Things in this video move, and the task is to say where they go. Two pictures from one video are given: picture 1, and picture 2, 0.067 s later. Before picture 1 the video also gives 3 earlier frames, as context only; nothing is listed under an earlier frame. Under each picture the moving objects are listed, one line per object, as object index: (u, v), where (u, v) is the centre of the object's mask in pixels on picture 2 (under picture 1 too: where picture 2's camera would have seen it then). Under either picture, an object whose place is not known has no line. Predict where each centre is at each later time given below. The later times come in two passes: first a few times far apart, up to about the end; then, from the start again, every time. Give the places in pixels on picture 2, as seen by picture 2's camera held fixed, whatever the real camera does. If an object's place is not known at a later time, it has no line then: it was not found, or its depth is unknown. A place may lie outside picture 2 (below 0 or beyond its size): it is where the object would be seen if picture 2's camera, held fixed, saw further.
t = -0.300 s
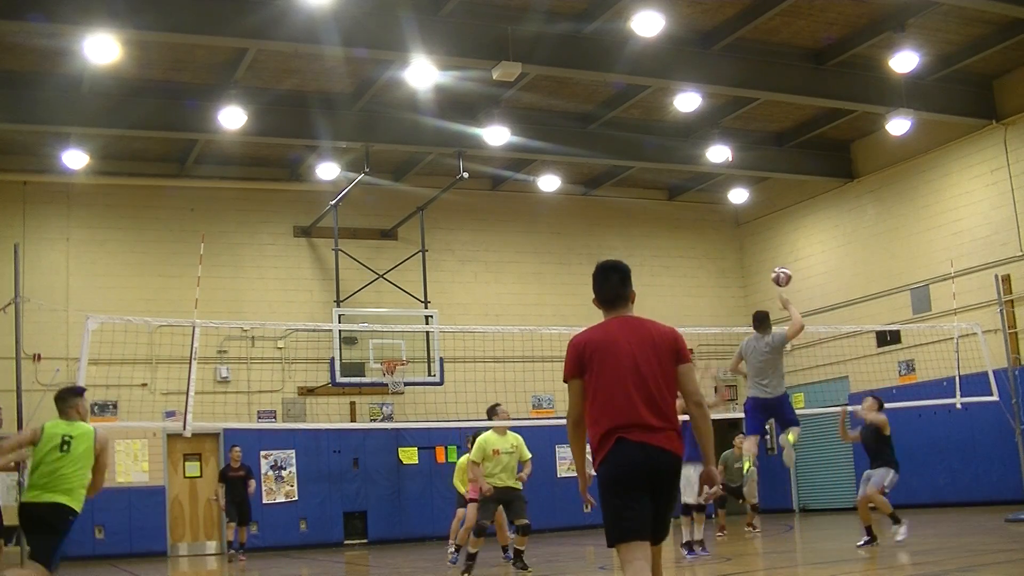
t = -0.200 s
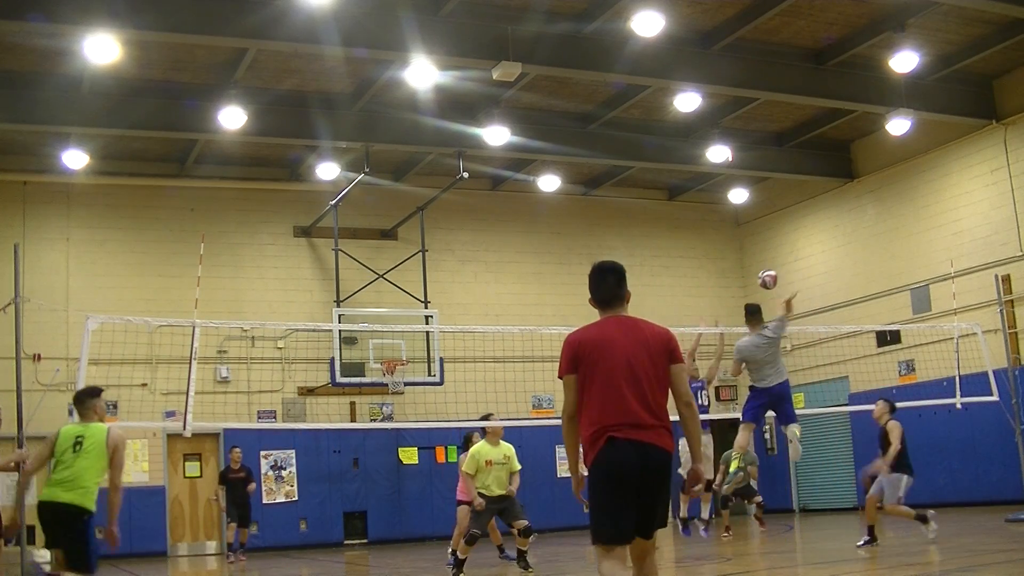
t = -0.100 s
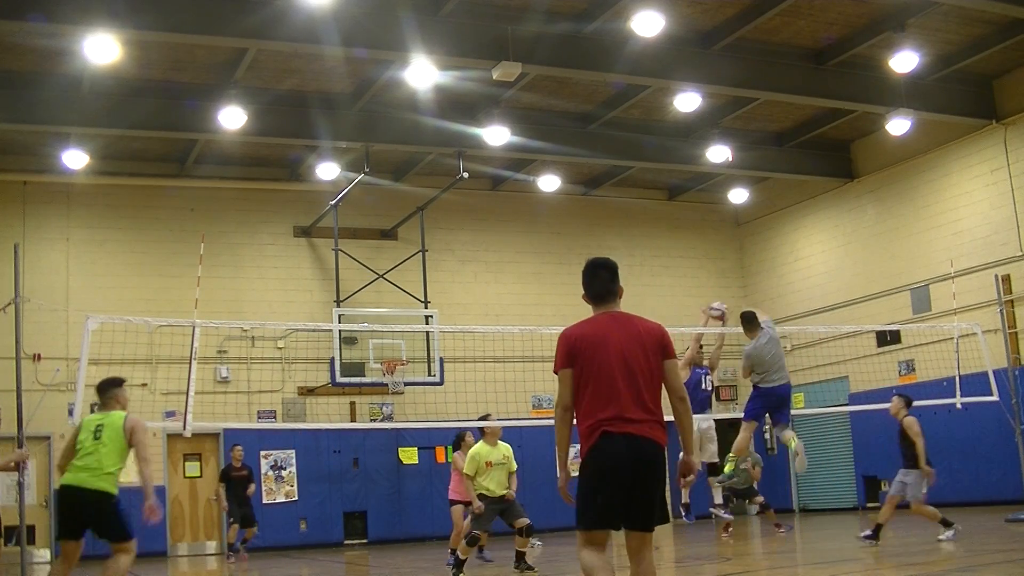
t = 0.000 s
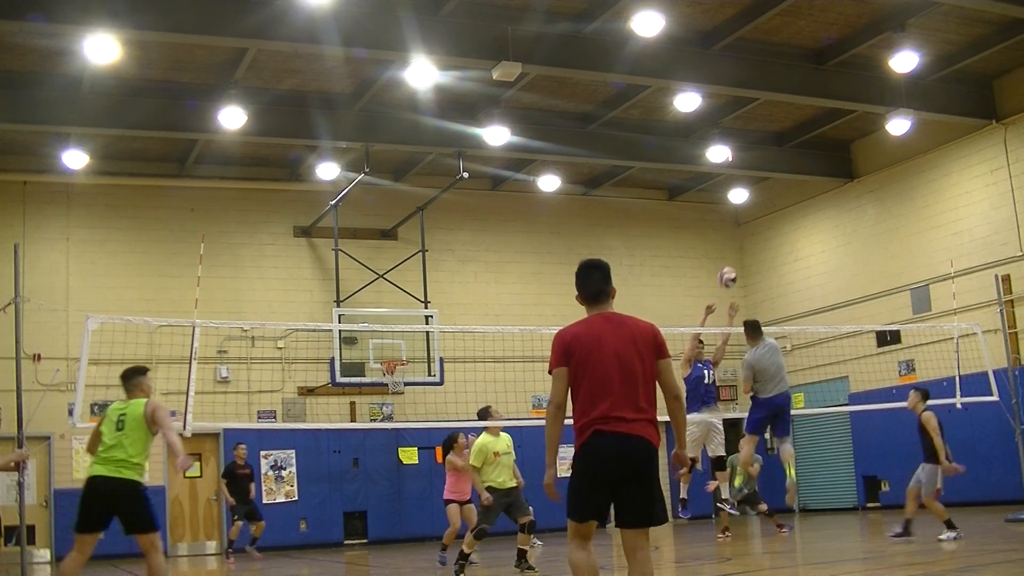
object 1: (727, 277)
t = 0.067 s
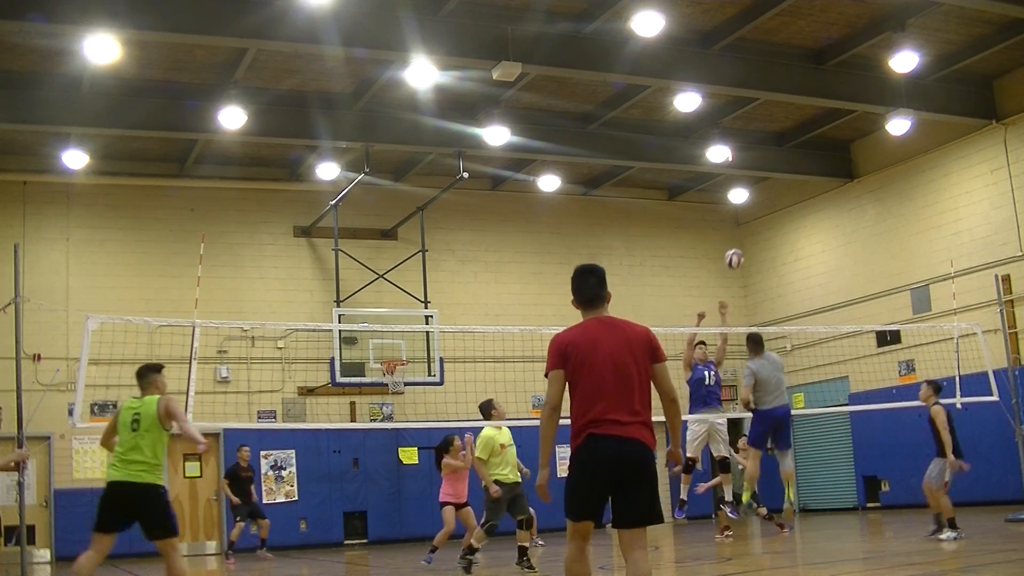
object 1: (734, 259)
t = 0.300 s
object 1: (761, 224)
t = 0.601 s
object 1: (806, 253)
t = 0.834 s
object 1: (849, 342)
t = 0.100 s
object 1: (737, 251)
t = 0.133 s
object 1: (741, 243)
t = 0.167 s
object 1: (744, 238)
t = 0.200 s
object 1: (748, 233)
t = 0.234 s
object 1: (752, 229)
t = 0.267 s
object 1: (756, 226)
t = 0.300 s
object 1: (761, 224)
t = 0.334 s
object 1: (765, 223)
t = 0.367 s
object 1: (769, 223)
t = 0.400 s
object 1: (774, 224)
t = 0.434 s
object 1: (779, 226)
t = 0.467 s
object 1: (784, 229)
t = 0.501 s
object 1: (789, 234)
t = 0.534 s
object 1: (795, 239)
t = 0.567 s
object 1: (800, 246)
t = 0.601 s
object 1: (806, 253)
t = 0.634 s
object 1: (812, 263)
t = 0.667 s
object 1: (818, 273)
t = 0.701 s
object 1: (824, 284)
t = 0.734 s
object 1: (830, 297)
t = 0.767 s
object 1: (836, 310)
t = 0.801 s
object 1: (842, 325)
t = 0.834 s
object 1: (849, 342)
